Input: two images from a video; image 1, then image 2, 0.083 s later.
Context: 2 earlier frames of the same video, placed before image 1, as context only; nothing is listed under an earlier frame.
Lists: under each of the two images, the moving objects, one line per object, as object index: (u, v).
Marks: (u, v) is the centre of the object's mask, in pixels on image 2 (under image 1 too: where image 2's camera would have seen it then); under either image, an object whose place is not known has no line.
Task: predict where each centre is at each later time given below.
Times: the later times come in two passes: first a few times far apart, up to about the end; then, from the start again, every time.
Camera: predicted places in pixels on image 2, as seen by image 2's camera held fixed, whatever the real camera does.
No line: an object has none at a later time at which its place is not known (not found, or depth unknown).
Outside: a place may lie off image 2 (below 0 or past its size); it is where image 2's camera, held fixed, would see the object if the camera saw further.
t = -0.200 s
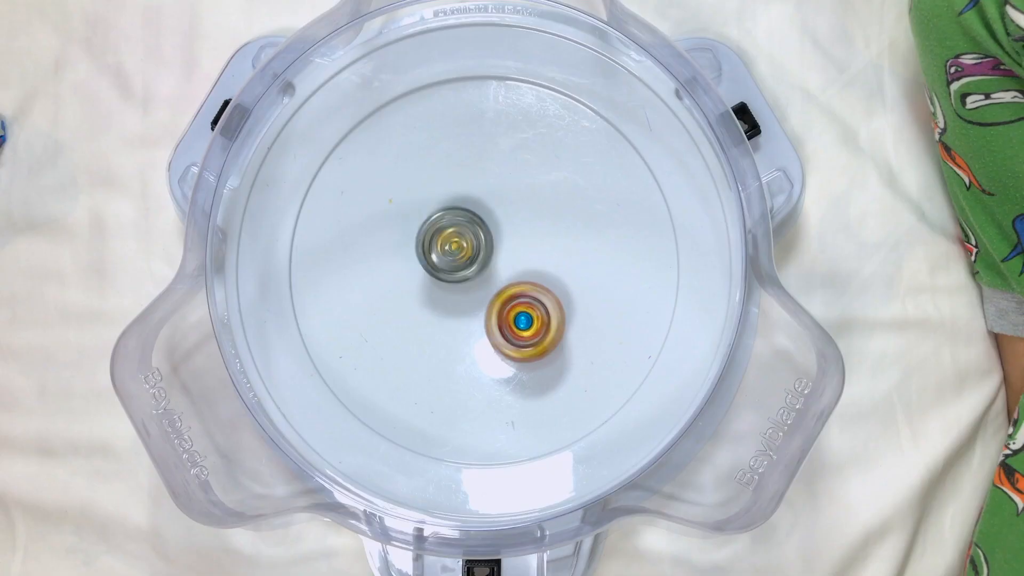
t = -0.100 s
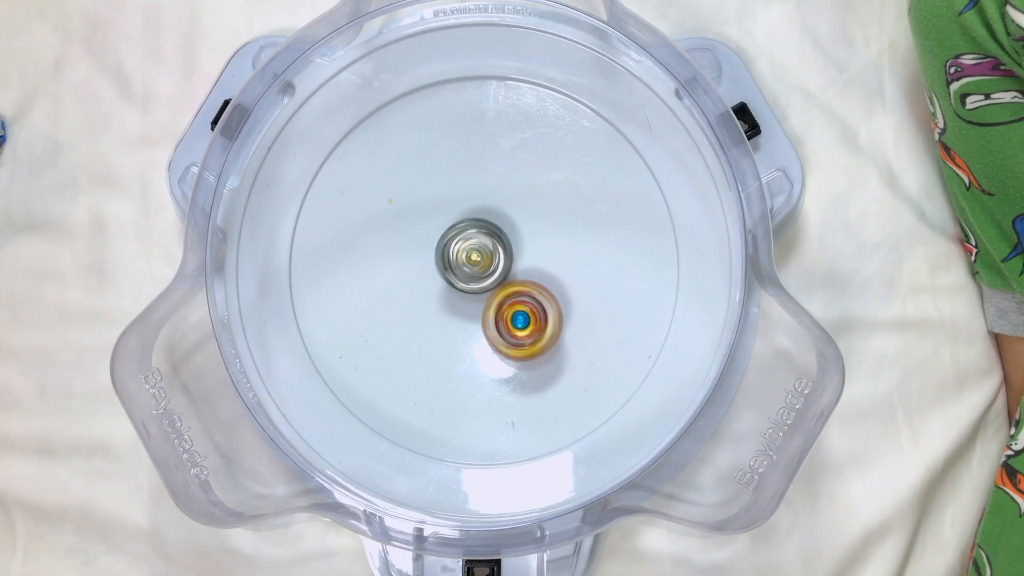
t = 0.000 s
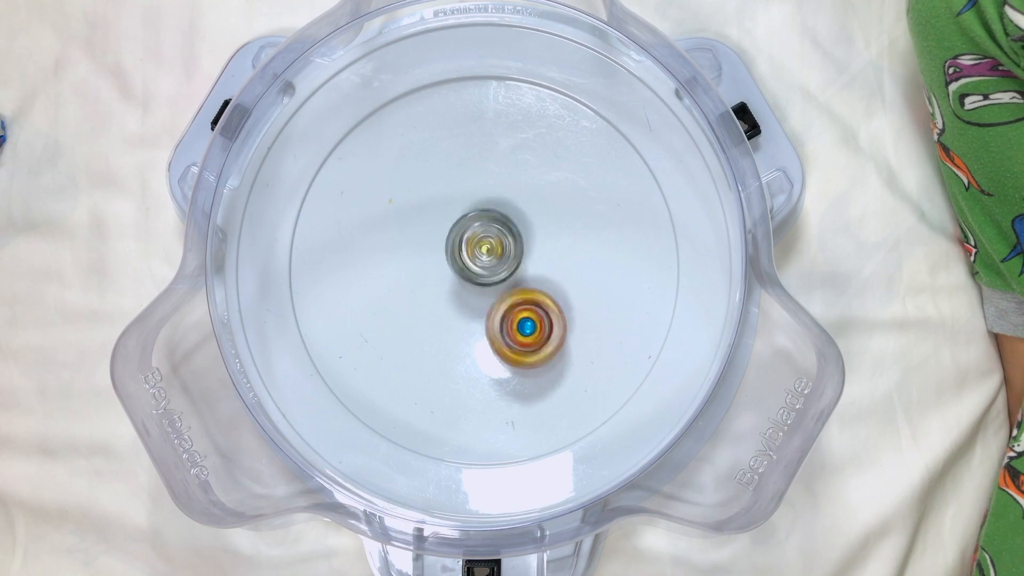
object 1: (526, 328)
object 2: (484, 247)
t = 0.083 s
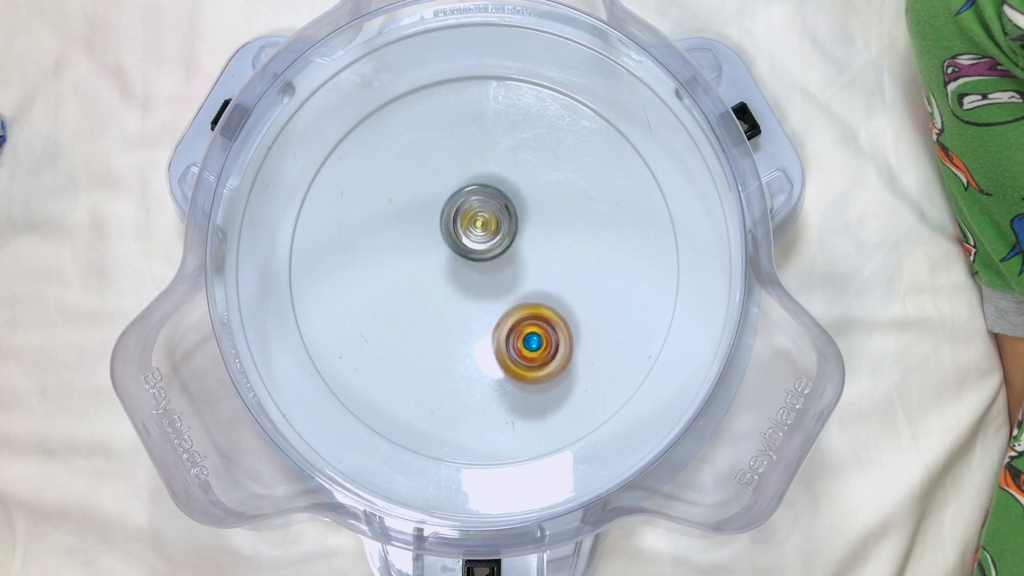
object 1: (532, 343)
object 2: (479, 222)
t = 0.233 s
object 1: (526, 344)
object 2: (473, 220)
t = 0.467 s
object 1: (512, 329)
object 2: (470, 255)
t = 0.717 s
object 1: (501, 326)
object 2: (448, 249)
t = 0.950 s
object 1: (491, 324)
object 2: (456, 242)
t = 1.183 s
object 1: (480, 325)
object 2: (483, 238)
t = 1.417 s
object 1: (472, 322)
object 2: (502, 249)
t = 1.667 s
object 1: (461, 330)
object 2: (510, 255)
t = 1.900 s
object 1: (455, 337)
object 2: (503, 249)
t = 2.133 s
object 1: (453, 325)
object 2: (482, 246)
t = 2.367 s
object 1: (450, 316)
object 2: (483, 238)
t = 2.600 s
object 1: (436, 319)
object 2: (508, 228)
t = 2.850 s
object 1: (432, 308)
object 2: (520, 246)
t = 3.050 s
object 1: (429, 301)
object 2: (515, 262)
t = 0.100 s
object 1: (532, 344)
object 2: (477, 220)
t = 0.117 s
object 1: (532, 345)
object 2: (477, 218)
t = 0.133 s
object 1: (531, 345)
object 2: (477, 217)
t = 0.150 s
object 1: (530, 346)
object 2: (475, 216)
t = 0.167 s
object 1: (530, 346)
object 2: (475, 215)
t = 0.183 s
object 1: (528, 346)
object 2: (474, 217)
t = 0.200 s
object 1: (528, 346)
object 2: (474, 217)
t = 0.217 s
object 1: (527, 344)
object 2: (474, 219)
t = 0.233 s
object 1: (526, 344)
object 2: (473, 220)
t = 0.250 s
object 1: (525, 342)
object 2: (473, 221)
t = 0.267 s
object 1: (523, 342)
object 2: (472, 225)
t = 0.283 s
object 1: (522, 341)
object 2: (473, 226)
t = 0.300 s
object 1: (521, 338)
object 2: (473, 229)
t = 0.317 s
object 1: (520, 338)
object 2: (472, 232)
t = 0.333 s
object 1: (519, 336)
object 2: (473, 235)
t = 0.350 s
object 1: (517, 335)
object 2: (472, 240)
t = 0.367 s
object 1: (516, 334)
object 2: (472, 242)
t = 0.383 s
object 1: (515, 331)
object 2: (473, 246)
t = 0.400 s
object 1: (514, 330)
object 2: (472, 249)
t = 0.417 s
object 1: (512, 329)
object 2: (472, 252)
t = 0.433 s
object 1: (510, 327)
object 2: (473, 256)
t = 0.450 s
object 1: (511, 327)
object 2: (472, 257)
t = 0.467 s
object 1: (512, 329)
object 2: (470, 255)
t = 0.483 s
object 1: (514, 330)
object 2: (466, 254)
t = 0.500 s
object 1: (514, 332)
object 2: (464, 251)
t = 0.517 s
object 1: (514, 332)
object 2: (462, 251)
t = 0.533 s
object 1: (515, 330)
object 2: (458, 248)
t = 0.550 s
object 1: (514, 330)
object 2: (457, 247)
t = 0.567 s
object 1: (513, 329)
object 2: (454, 248)
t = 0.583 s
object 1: (510, 329)
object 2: (453, 246)
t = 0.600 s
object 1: (510, 329)
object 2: (452, 246)
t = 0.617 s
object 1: (509, 328)
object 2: (449, 245)
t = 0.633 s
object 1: (508, 328)
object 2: (449, 246)
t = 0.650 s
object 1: (507, 328)
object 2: (448, 247)
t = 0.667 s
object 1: (505, 326)
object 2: (448, 246)
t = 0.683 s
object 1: (504, 327)
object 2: (448, 247)
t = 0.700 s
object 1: (503, 326)
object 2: (446, 249)
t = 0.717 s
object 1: (501, 326)
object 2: (448, 249)
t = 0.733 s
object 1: (500, 325)
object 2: (449, 251)
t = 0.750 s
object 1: (499, 323)
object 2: (448, 250)
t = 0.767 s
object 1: (497, 323)
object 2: (450, 252)
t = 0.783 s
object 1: (496, 322)
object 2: (450, 254)
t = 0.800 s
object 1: (494, 321)
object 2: (452, 254)
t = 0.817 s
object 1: (495, 323)
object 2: (452, 252)
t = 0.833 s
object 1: (495, 324)
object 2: (450, 250)
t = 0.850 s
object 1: (495, 326)
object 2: (451, 248)
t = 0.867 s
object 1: (495, 326)
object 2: (452, 247)
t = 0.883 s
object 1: (494, 326)
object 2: (451, 244)
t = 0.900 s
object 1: (494, 325)
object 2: (453, 244)
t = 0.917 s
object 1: (492, 325)
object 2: (453, 244)
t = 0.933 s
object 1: (491, 326)
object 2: (455, 241)
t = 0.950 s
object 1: (491, 324)
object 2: (456, 242)
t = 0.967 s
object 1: (489, 324)
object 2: (456, 241)
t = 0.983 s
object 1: (489, 325)
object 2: (460, 240)
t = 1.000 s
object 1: (487, 324)
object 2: (461, 241)
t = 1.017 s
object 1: (486, 324)
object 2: (461, 240)
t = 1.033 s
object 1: (485, 323)
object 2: (465, 240)
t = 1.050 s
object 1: (484, 323)
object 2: (466, 241)
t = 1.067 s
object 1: (483, 324)
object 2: (468, 240)
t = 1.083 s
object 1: (482, 323)
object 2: (471, 241)
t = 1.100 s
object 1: (481, 323)
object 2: (472, 242)
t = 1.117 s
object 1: (481, 323)
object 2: (475, 241)
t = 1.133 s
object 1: (480, 324)
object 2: (477, 241)
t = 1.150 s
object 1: (481, 325)
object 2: (479, 240)
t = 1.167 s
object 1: (480, 325)
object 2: (482, 238)
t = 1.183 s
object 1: (480, 325)
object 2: (483, 238)
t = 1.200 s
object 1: (479, 324)
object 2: (485, 236)
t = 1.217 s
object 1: (477, 324)
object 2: (488, 237)
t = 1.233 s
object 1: (477, 324)
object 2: (489, 237)
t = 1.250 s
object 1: (477, 324)
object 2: (491, 236)
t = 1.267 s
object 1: (476, 324)
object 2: (493, 238)
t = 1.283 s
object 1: (476, 324)
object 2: (494, 238)
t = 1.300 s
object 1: (475, 323)
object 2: (496, 238)
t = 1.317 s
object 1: (475, 324)
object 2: (497, 240)
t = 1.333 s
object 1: (474, 323)
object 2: (498, 241)
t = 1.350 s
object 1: (473, 323)
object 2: (500, 242)
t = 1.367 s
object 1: (473, 323)
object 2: (500, 244)
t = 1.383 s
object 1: (473, 322)
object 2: (501, 246)
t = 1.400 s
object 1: (472, 322)
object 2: (503, 248)
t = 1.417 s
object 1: (472, 322)
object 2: (502, 249)
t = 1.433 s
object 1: (471, 323)
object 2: (503, 249)
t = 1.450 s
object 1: (471, 325)
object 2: (506, 250)
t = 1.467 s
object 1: (470, 326)
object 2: (506, 250)
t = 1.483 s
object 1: (469, 327)
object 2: (507, 250)
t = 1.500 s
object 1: (469, 326)
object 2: (508, 252)
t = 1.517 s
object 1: (467, 326)
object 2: (508, 252)
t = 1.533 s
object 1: (467, 327)
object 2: (509, 253)
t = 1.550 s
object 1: (466, 326)
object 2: (508, 256)
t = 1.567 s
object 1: (465, 326)
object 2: (508, 256)
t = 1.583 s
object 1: (465, 326)
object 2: (508, 257)
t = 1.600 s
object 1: (464, 328)
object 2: (508, 257)
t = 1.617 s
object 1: (463, 329)
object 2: (509, 256)
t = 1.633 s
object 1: (462, 330)
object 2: (511, 255)
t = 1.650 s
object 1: (462, 331)
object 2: (509, 255)
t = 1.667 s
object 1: (461, 330)
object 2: (510, 255)
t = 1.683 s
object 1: (461, 330)
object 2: (511, 256)
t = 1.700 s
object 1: (461, 330)
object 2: (509, 255)
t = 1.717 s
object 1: (460, 329)
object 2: (509, 255)
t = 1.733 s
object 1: (459, 330)
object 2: (509, 257)
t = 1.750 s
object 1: (460, 329)
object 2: (507, 256)
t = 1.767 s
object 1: (459, 329)
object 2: (507, 257)
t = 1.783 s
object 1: (459, 329)
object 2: (506, 259)
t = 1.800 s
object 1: (458, 328)
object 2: (504, 258)
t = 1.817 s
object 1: (458, 327)
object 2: (503, 259)
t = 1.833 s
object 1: (458, 328)
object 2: (503, 259)
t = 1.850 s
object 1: (456, 332)
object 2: (504, 256)
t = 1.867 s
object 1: (455, 334)
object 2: (503, 253)
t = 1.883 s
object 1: (455, 335)
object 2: (503, 252)
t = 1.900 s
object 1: (455, 337)
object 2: (503, 249)
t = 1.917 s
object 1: (456, 336)
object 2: (502, 248)
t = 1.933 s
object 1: (455, 334)
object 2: (500, 247)
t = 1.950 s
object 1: (455, 335)
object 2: (500, 245)
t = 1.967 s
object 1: (454, 333)
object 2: (499, 245)
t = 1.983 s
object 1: (454, 332)
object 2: (496, 244)
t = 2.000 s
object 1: (454, 333)
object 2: (495, 244)
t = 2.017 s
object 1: (453, 332)
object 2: (494, 244)
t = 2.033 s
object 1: (453, 330)
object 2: (491, 244)
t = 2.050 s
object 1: (454, 331)
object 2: (490, 244)
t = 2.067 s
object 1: (453, 329)
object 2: (489, 245)
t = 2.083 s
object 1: (453, 328)
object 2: (486, 244)
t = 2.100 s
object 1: (454, 328)
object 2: (486, 245)
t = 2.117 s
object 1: (453, 326)
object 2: (485, 247)
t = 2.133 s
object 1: (453, 325)
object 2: (482, 246)
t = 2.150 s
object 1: (454, 324)
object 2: (482, 247)
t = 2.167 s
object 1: (453, 323)
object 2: (481, 247)
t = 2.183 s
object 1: (453, 324)
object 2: (482, 244)
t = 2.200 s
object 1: (453, 324)
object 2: (482, 243)
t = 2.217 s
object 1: (453, 325)
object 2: (482, 242)
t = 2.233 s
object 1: (453, 324)
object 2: (482, 240)
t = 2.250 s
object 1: (453, 323)
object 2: (482, 239)
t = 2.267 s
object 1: (452, 322)
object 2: (482, 239)
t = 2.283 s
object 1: (452, 321)
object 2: (482, 238)
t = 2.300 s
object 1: (452, 320)
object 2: (482, 238)
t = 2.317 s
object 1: (451, 319)
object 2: (482, 238)
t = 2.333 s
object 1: (450, 318)
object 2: (483, 237)
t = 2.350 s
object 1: (450, 316)
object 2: (483, 238)
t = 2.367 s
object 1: (450, 316)
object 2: (483, 238)
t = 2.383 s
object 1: (449, 314)
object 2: (484, 238)
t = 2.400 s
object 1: (449, 312)
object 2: (484, 239)
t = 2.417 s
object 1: (448, 312)
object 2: (485, 240)
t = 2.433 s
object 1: (448, 311)
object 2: (486, 240)
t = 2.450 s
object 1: (447, 310)
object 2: (487, 240)
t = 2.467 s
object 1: (445, 314)
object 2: (492, 237)
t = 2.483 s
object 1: (442, 316)
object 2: (495, 235)
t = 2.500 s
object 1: (441, 319)
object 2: (498, 232)
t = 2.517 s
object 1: (440, 320)
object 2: (501, 231)
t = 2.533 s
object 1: (439, 320)
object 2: (503, 229)
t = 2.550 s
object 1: (438, 321)
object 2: (504, 229)
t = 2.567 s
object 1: (438, 320)
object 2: (506, 228)
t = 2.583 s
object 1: (437, 320)
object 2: (507, 228)
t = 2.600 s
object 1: (436, 319)
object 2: (508, 228)
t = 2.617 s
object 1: (436, 319)
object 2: (510, 228)
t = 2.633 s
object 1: (436, 318)
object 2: (511, 229)
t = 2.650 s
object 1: (435, 318)
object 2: (512, 230)
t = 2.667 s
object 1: (436, 316)
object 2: (514, 230)
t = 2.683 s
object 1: (435, 316)
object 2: (514, 231)
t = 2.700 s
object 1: (435, 315)
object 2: (516, 232)
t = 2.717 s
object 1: (436, 314)
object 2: (517, 233)
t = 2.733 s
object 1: (435, 313)
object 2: (517, 235)
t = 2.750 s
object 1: (435, 312)
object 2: (519, 236)
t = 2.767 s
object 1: (435, 311)
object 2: (519, 237)
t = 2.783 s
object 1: (434, 310)
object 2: (519, 240)
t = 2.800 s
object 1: (434, 309)
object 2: (520, 240)
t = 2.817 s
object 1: (434, 308)
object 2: (519, 242)
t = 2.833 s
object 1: (432, 308)
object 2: (520, 245)
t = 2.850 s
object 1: (432, 308)
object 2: (520, 246)
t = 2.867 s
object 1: (432, 308)
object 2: (519, 248)
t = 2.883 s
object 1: (432, 307)
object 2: (519, 251)
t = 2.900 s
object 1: (433, 307)
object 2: (517, 252)
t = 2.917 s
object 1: (435, 306)
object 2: (516, 255)
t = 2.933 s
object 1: (434, 304)
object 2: (516, 257)
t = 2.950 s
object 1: (435, 302)
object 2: (514, 258)
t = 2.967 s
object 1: (436, 302)
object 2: (512, 260)
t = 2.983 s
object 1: (435, 300)
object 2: (512, 262)
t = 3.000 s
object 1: (436, 299)
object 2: (509, 263)
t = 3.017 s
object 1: (435, 299)
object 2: (510, 265)
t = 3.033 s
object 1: (431, 300)
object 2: (514, 264)
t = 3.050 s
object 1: (429, 301)
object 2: (515, 262)
